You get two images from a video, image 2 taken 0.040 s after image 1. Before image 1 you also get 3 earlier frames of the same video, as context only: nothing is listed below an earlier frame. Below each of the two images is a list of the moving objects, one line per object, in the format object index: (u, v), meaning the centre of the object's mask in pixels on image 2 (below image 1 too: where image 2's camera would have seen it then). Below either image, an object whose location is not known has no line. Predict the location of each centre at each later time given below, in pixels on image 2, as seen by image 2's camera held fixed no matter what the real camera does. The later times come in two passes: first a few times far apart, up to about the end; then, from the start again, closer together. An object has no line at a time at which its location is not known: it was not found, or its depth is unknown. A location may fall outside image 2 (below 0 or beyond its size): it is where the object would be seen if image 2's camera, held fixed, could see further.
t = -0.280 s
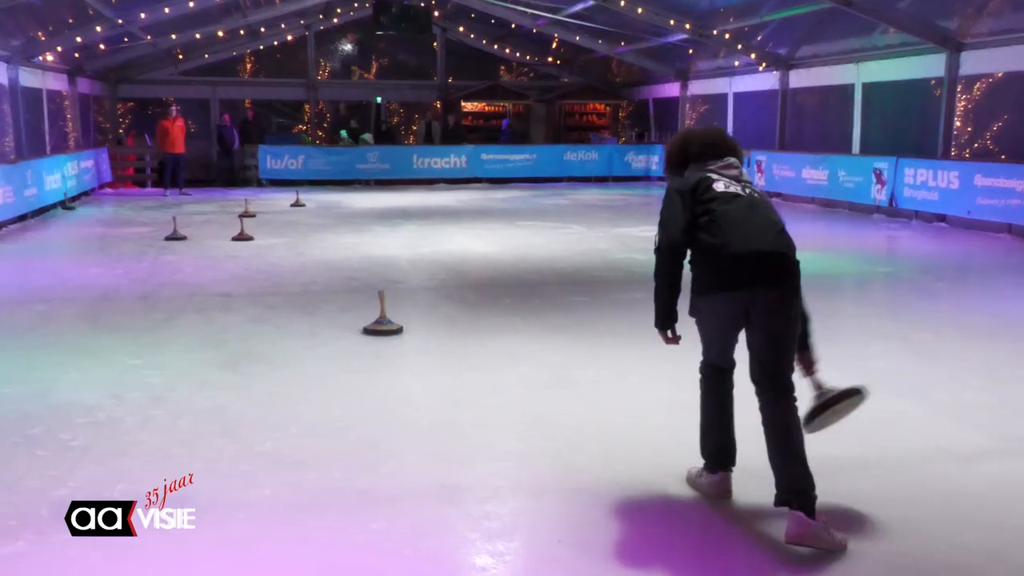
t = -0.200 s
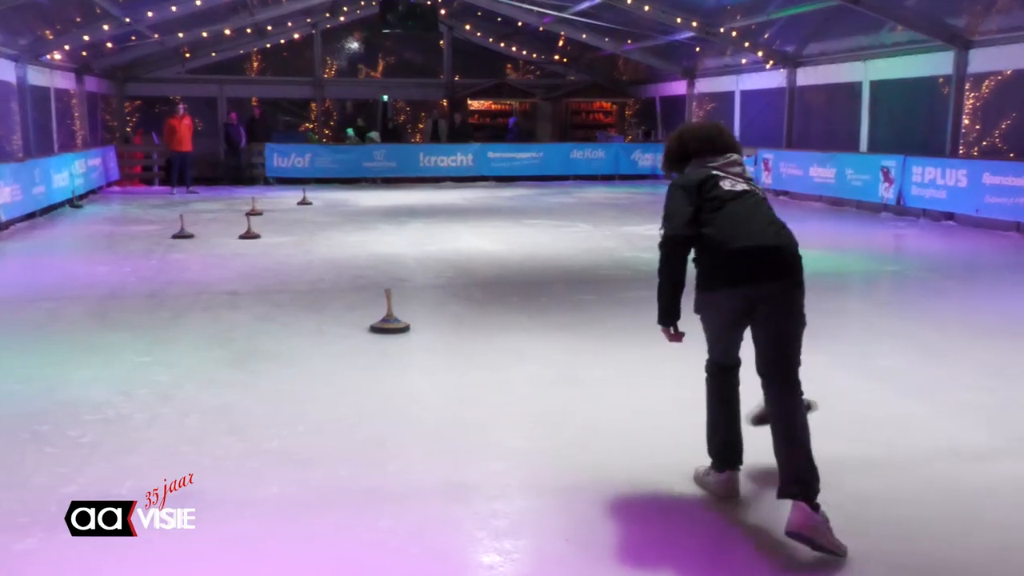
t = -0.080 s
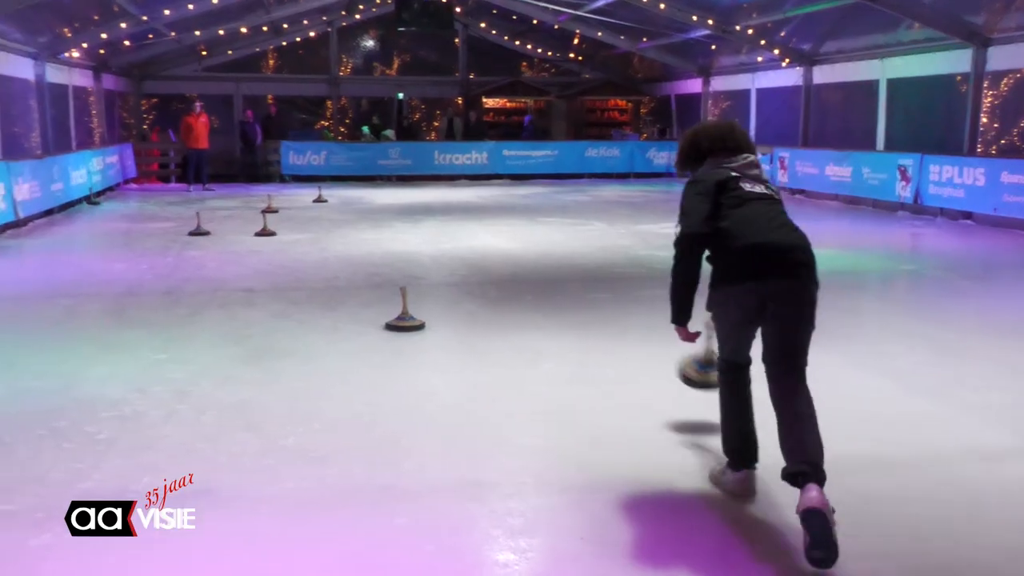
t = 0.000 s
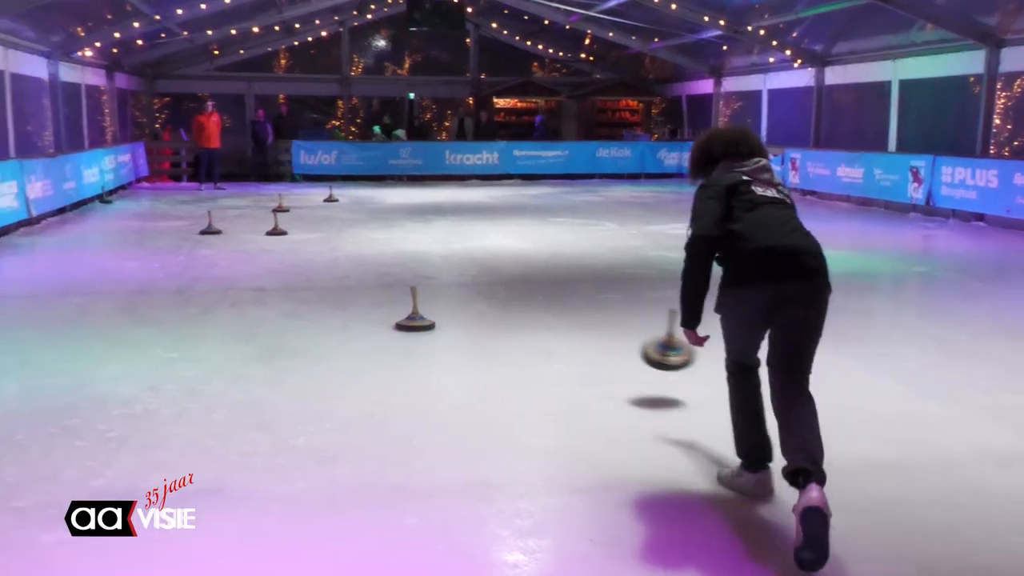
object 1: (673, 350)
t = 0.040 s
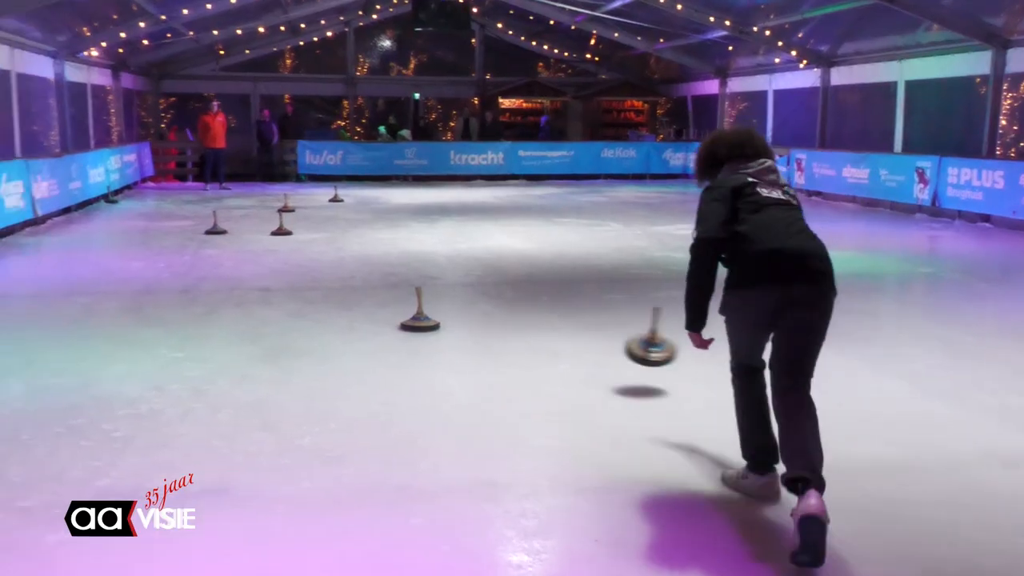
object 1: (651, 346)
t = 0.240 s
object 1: (569, 339)
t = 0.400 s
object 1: (519, 316)
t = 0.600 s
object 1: (469, 290)
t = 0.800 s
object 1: (434, 275)
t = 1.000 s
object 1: (406, 261)
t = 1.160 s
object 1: (386, 251)
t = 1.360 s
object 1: (368, 241)
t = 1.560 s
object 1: (353, 233)
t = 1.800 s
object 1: (340, 225)
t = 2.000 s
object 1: (330, 220)
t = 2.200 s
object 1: (324, 216)
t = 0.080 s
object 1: (630, 344)
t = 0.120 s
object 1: (601, 348)
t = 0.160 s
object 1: (584, 345)
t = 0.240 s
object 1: (569, 339)
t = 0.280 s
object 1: (556, 334)
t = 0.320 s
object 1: (543, 327)
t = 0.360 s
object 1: (530, 320)
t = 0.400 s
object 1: (519, 316)
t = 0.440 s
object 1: (509, 311)
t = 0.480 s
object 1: (499, 305)
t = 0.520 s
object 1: (490, 301)
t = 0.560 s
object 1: (481, 297)
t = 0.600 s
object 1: (469, 290)
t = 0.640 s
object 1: (461, 288)
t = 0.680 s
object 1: (454, 284)
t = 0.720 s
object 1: (447, 281)
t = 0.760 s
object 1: (440, 278)
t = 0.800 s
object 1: (434, 275)
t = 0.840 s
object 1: (428, 271)
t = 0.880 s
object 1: (422, 269)
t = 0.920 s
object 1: (416, 266)
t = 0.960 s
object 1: (411, 263)
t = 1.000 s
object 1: (406, 261)
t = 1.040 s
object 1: (401, 259)
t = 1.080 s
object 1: (394, 255)
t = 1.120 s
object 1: (390, 253)
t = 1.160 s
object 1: (386, 251)
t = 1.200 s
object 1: (382, 249)
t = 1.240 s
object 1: (379, 247)
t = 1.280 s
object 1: (375, 245)
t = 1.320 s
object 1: (371, 243)
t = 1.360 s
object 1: (368, 241)
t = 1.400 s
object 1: (365, 240)
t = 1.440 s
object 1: (362, 238)
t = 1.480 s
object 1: (359, 237)
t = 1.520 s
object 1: (357, 235)
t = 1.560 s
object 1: (353, 233)
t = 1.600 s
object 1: (350, 232)
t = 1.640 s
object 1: (348, 230)
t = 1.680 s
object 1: (346, 229)
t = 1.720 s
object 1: (344, 228)
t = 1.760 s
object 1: (342, 226)
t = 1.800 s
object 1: (340, 225)
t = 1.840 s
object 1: (338, 225)
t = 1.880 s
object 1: (336, 223)
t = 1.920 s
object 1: (334, 223)
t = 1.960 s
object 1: (333, 222)
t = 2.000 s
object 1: (330, 220)
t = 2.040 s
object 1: (329, 219)
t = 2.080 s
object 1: (327, 218)
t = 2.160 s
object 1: (326, 218)
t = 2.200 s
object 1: (324, 216)
